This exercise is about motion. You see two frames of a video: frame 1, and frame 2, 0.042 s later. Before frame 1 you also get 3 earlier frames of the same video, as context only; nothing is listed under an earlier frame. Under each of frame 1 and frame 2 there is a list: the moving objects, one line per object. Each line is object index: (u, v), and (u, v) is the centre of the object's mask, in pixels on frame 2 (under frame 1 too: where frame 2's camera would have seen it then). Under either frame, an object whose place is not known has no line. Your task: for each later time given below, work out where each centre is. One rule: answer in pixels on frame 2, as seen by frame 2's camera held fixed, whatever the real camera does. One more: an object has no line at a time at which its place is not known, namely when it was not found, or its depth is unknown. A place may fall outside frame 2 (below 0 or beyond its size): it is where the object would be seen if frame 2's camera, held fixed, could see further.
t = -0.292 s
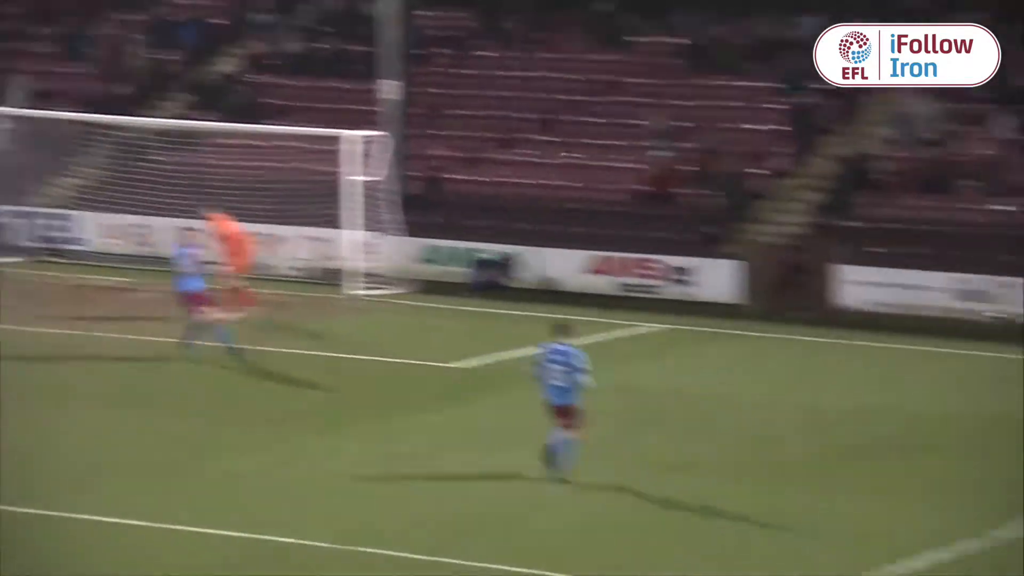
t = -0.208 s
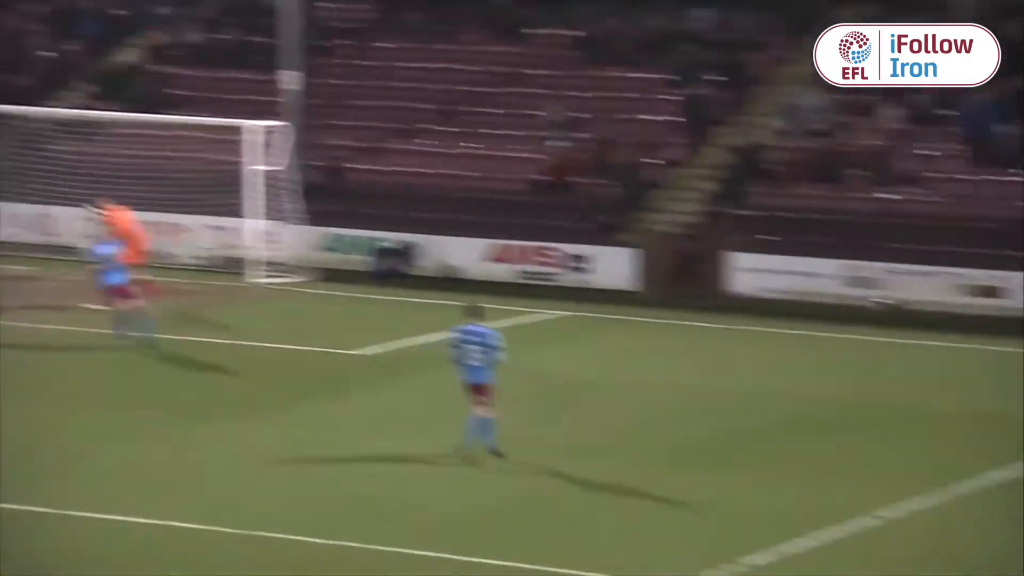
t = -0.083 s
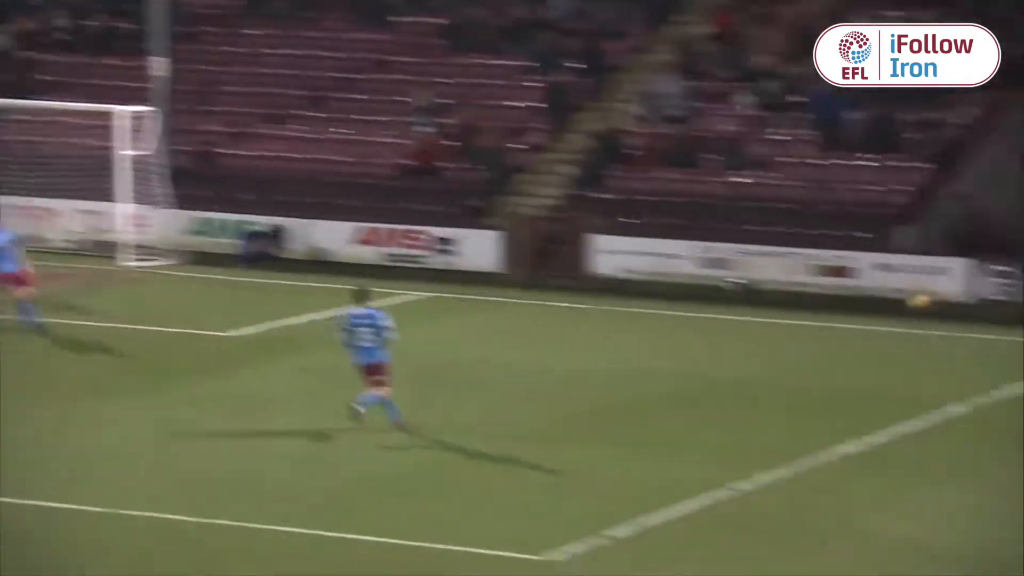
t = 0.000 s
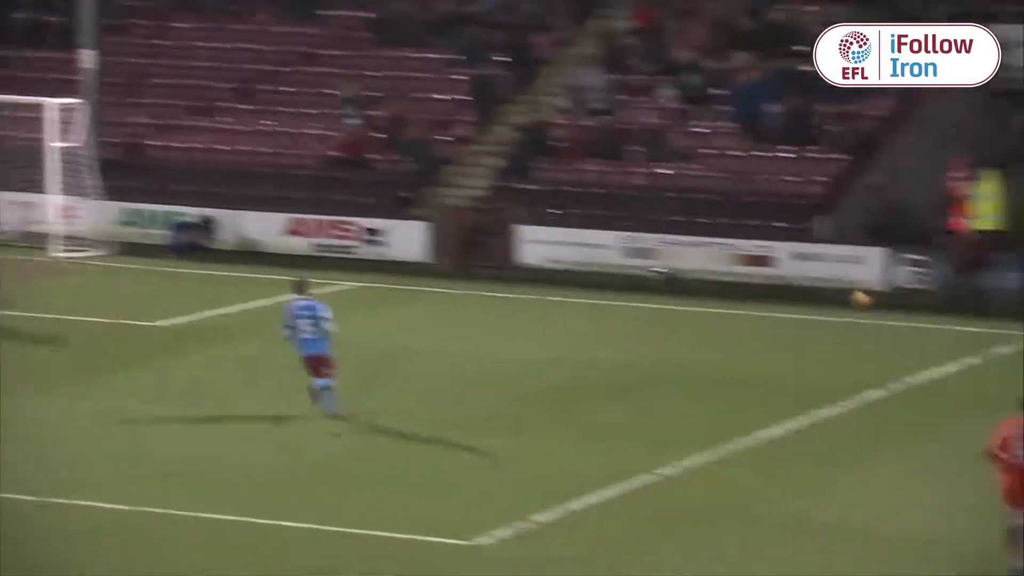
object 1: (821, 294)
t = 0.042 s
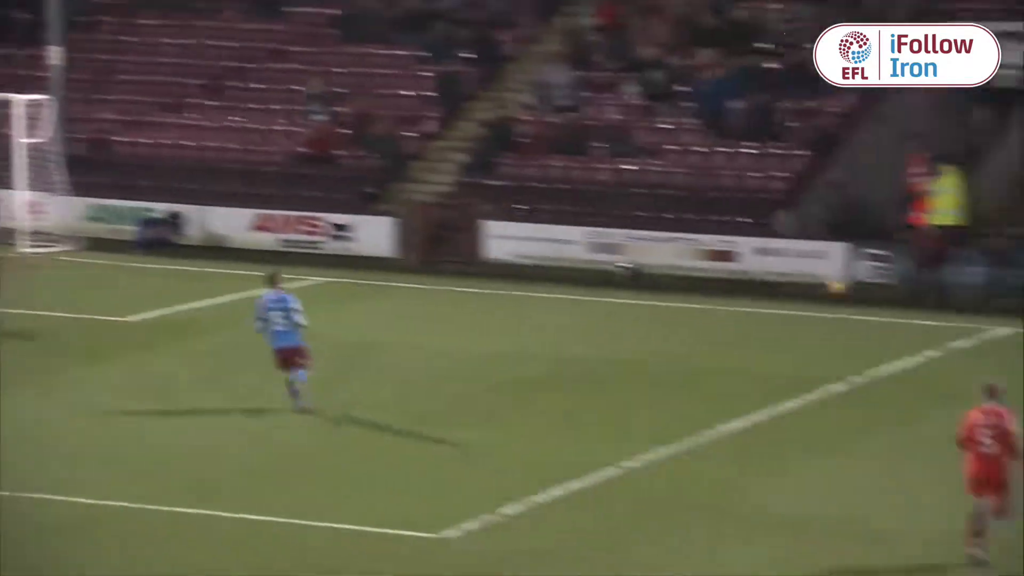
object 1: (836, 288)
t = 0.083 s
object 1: (850, 281)
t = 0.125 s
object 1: (862, 277)
